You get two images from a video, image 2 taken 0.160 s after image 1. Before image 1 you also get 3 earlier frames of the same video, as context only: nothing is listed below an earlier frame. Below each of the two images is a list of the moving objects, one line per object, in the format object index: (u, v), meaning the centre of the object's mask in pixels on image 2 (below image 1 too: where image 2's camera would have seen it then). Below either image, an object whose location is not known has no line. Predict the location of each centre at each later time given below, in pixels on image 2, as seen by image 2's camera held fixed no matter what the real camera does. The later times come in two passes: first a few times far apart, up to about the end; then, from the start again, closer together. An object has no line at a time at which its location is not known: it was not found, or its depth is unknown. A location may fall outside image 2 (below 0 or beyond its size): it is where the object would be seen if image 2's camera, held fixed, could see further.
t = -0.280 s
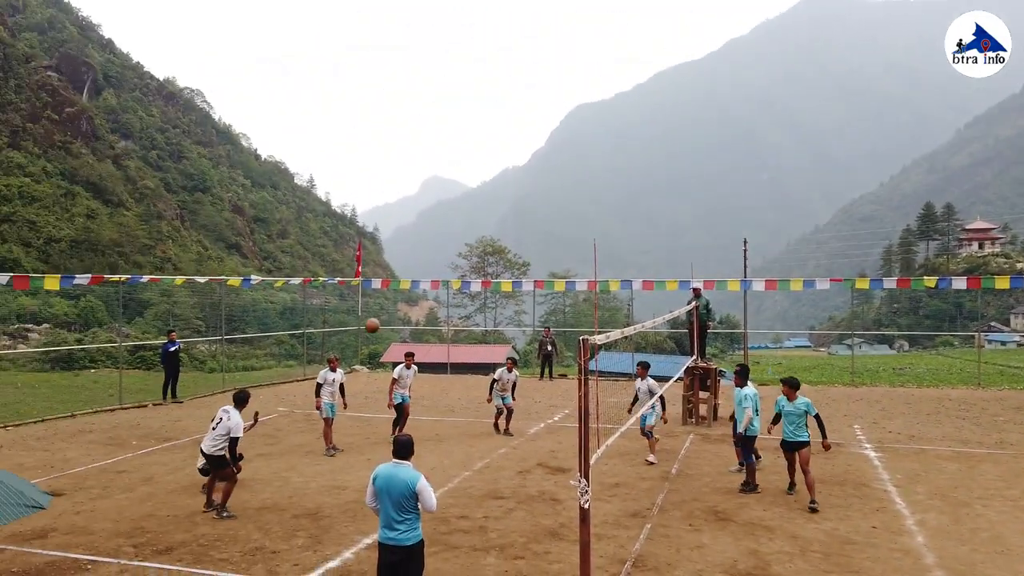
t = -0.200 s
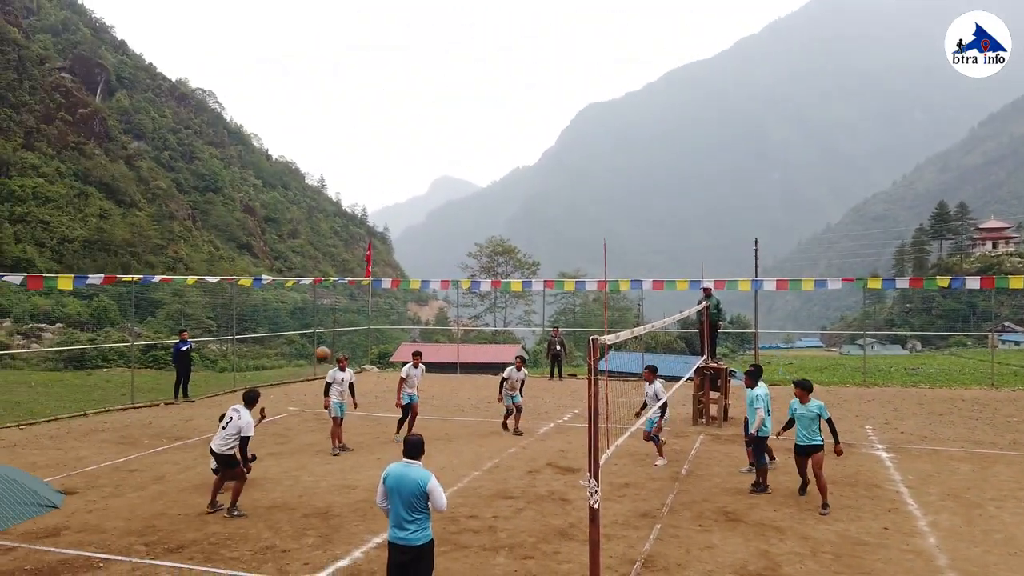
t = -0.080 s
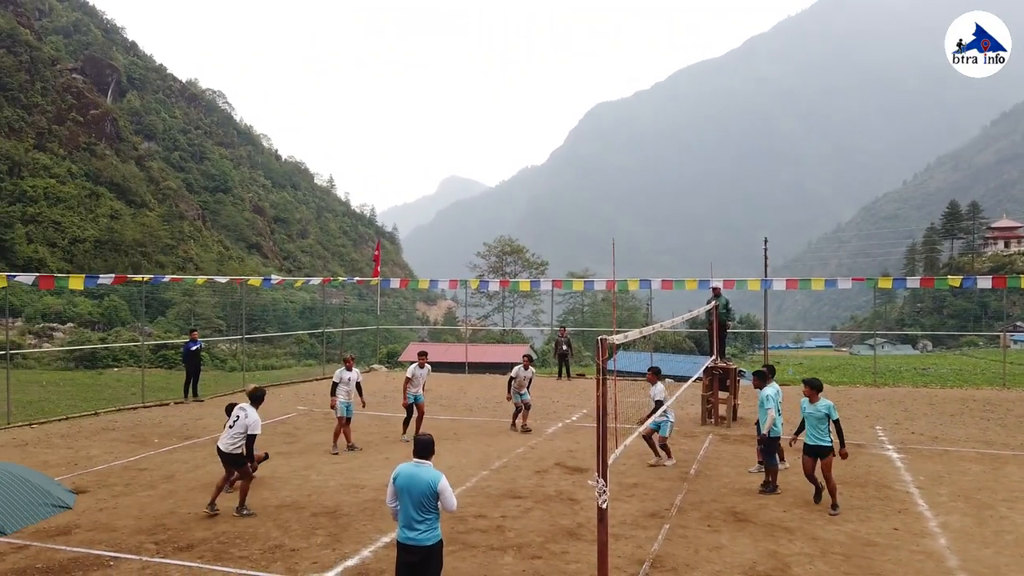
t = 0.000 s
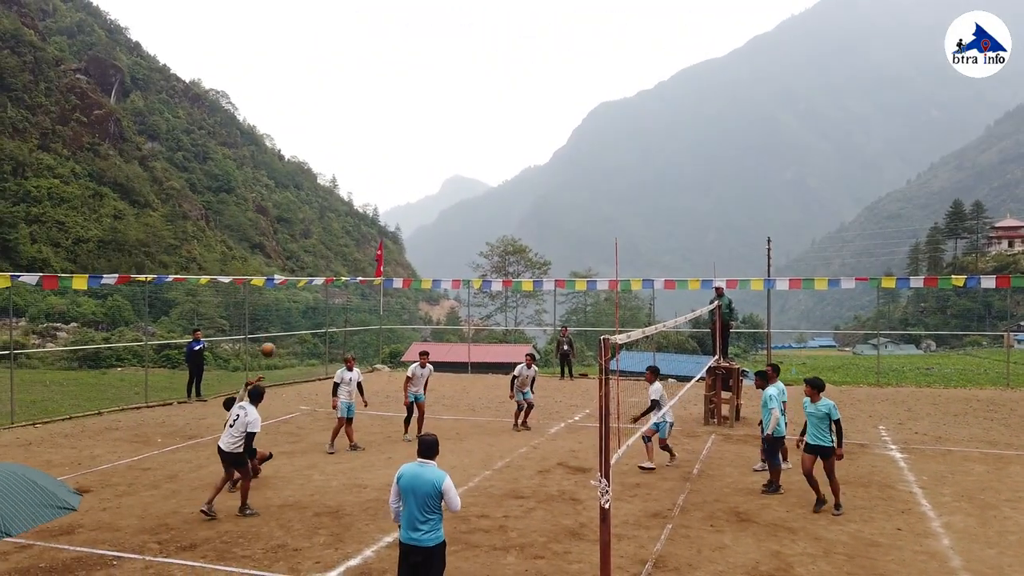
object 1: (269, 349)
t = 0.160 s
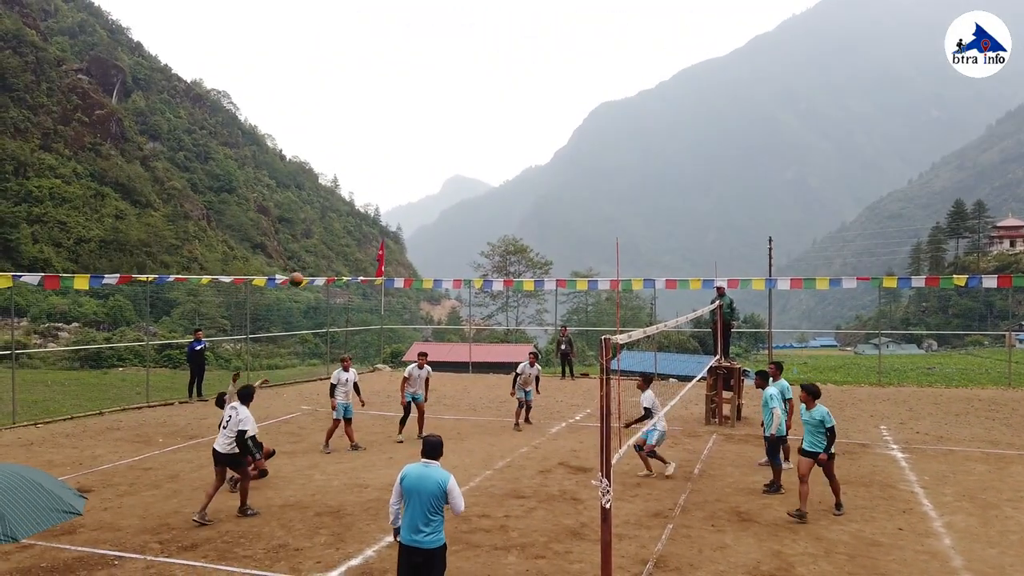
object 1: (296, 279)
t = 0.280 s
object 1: (315, 239)
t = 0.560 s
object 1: (360, 186)
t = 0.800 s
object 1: (398, 183)
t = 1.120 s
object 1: (446, 239)
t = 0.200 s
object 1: (302, 264)
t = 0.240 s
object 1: (309, 251)
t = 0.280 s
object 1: (315, 239)
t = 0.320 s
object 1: (322, 228)
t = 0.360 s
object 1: (328, 218)
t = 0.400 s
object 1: (335, 210)
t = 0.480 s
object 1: (348, 196)
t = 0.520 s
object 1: (354, 190)
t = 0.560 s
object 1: (360, 186)
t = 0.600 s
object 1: (367, 183)
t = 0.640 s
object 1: (373, 180)
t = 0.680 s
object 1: (379, 180)
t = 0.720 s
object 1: (385, 180)
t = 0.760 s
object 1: (392, 181)
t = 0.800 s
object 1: (398, 183)
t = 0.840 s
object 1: (404, 186)
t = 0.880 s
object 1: (410, 191)
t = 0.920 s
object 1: (416, 196)
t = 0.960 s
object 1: (422, 203)
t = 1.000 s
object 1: (428, 210)
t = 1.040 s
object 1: (434, 219)
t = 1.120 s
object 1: (446, 239)
